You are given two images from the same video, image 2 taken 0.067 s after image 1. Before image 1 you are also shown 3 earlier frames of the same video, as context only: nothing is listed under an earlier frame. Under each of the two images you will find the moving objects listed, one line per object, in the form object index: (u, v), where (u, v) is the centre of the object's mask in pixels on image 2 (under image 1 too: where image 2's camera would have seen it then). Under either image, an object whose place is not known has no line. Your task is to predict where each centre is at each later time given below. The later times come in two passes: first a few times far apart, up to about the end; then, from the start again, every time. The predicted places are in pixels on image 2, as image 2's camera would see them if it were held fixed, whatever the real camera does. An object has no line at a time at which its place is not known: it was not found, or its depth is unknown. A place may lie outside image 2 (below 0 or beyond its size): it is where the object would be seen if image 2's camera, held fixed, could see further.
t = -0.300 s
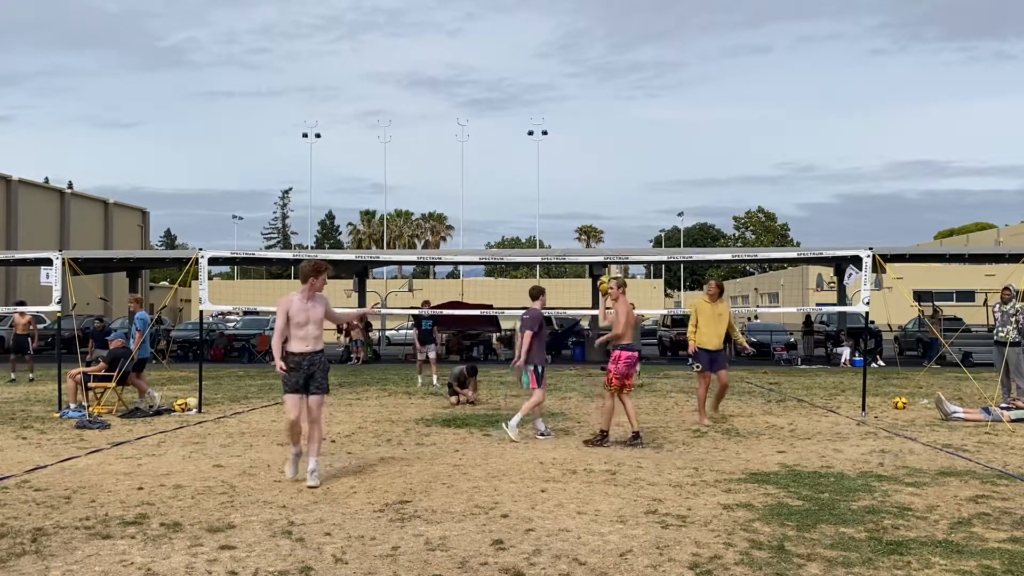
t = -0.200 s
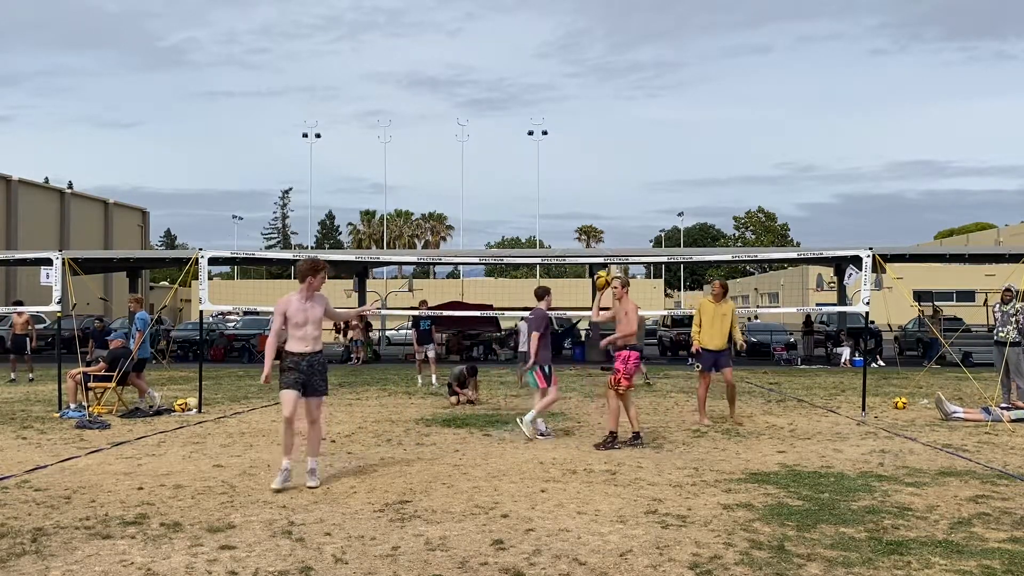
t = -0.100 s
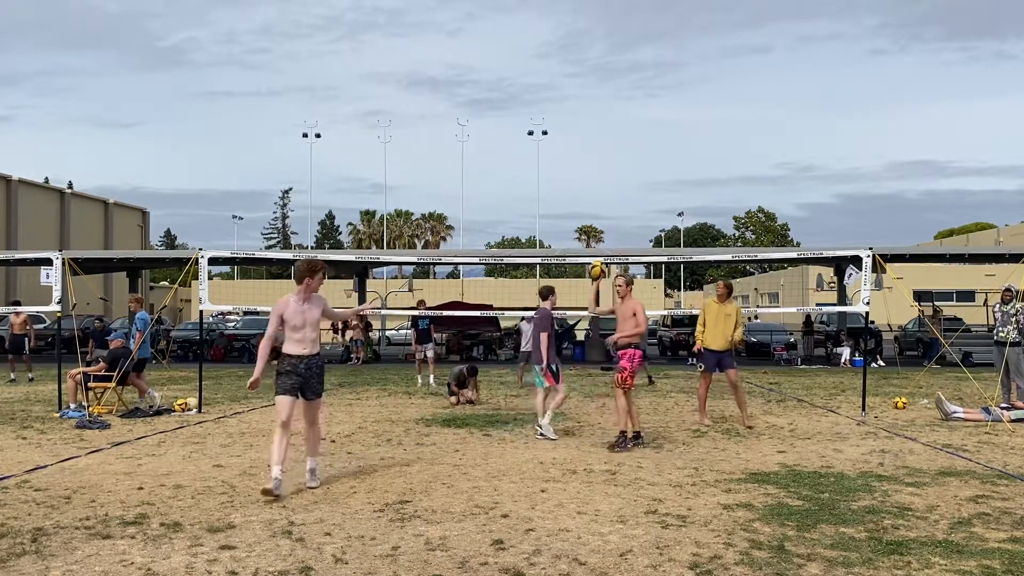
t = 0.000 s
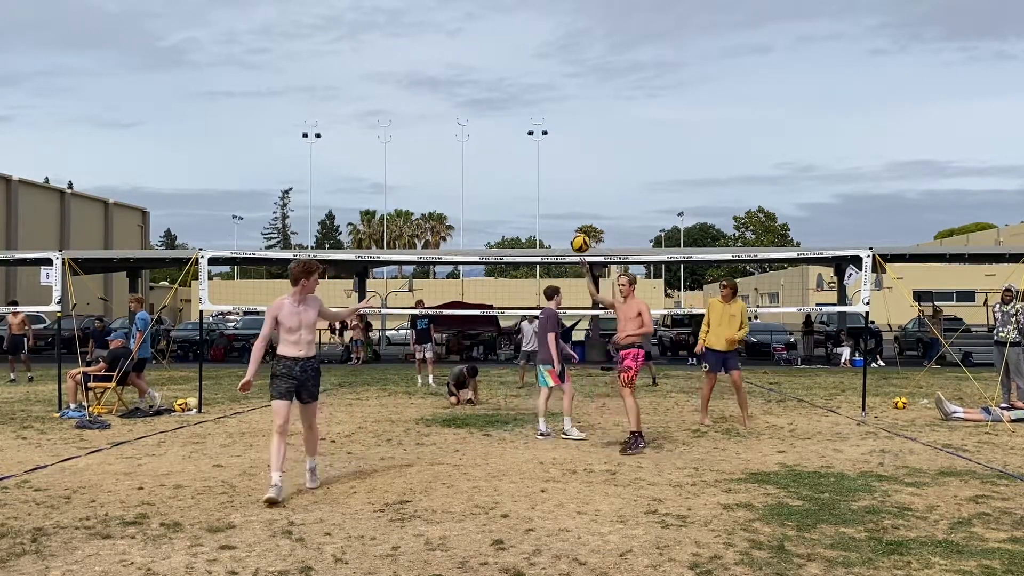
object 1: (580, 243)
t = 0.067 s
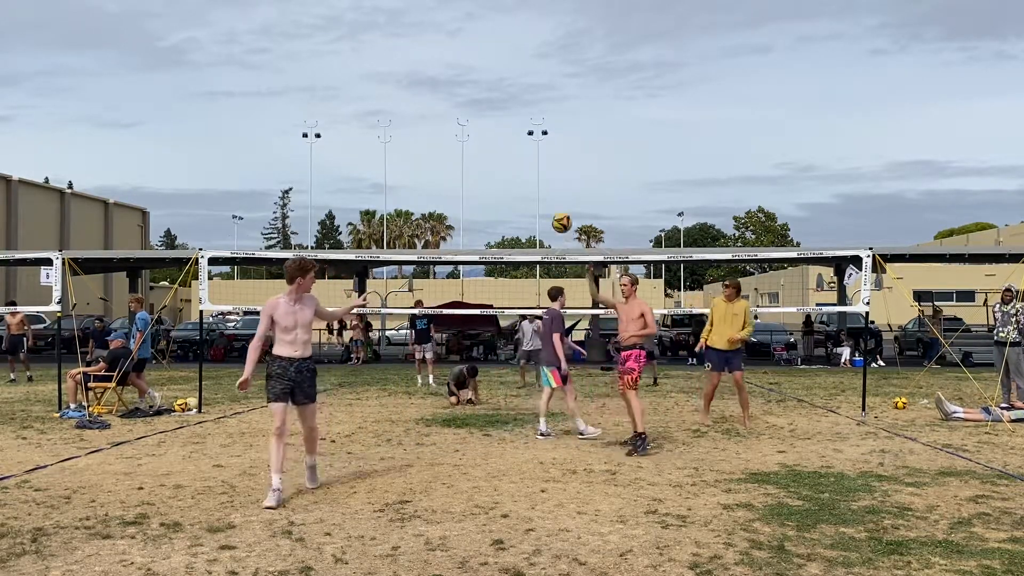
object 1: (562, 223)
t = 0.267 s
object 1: (502, 178)
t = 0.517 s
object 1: (410, 173)
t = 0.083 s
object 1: (557, 219)
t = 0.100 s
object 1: (552, 214)
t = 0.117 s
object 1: (548, 209)
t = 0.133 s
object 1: (543, 205)
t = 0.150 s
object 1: (538, 201)
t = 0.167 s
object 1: (533, 197)
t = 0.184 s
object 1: (528, 193)
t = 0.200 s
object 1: (523, 190)
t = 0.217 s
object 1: (517, 186)
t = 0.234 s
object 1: (512, 183)
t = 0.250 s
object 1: (507, 180)
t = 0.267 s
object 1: (502, 178)
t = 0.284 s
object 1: (496, 176)
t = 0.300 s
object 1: (491, 173)
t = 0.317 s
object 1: (485, 171)
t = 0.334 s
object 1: (479, 170)
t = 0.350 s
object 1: (474, 169)
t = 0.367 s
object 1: (468, 168)
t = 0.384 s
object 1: (462, 167)
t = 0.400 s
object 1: (456, 167)
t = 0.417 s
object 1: (450, 166)
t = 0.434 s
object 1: (444, 167)
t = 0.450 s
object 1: (437, 168)
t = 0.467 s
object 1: (430, 168)
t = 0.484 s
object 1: (424, 170)
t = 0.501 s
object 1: (417, 171)
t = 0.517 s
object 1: (410, 173)
